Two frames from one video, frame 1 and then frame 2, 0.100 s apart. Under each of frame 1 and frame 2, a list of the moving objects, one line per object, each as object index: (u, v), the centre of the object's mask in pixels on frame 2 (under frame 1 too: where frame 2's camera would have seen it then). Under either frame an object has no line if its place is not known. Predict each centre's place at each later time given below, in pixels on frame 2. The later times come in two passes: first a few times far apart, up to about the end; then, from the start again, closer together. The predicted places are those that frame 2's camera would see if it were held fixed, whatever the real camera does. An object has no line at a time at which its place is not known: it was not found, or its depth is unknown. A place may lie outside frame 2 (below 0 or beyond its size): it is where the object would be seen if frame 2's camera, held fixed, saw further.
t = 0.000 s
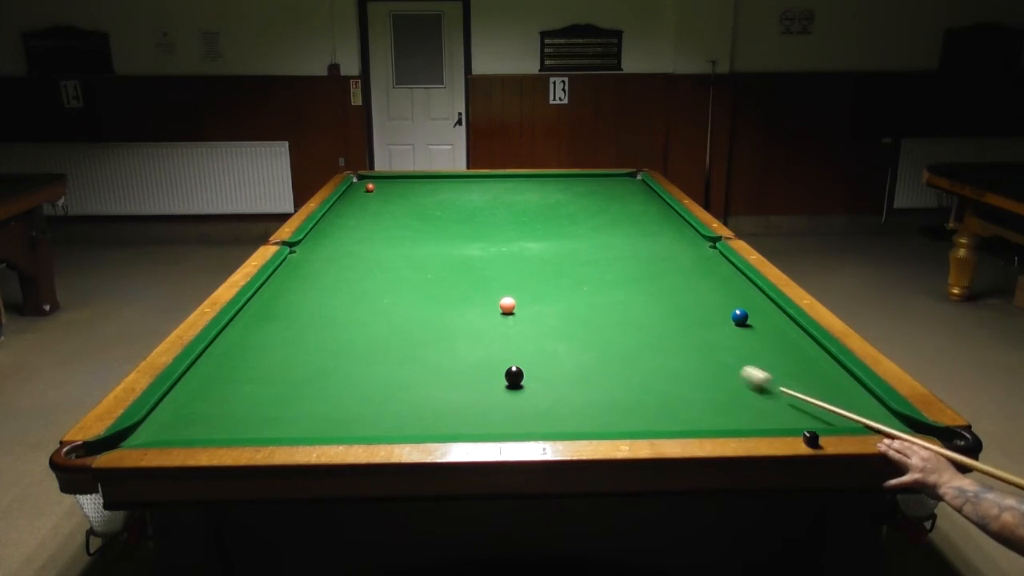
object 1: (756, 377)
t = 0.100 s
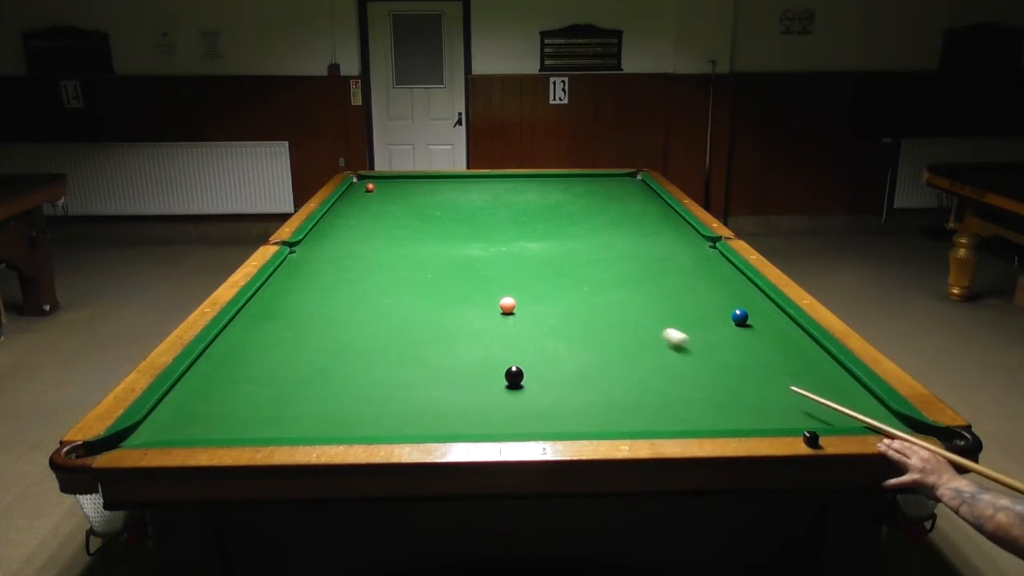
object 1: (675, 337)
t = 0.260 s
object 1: (579, 291)
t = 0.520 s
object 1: (475, 240)
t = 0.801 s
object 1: (401, 204)
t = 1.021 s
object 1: (364, 188)
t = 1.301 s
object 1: (363, 186)
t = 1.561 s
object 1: (383, 182)
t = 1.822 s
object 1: (401, 178)
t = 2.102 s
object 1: (417, 176)
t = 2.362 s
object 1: (428, 178)
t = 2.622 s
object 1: (440, 180)
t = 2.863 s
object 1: (449, 182)
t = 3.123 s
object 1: (460, 184)
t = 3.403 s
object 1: (470, 186)
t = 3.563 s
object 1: (476, 187)
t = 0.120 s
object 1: (661, 330)
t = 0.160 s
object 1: (635, 318)
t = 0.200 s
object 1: (611, 307)
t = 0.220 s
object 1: (600, 301)
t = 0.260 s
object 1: (579, 291)
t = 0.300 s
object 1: (559, 281)
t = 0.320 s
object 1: (550, 277)
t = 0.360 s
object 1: (533, 268)
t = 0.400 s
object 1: (517, 261)
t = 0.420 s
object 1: (509, 256)
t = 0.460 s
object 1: (495, 250)
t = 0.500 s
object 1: (481, 243)
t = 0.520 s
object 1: (475, 240)
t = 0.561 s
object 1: (462, 234)
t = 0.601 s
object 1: (450, 228)
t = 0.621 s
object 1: (445, 225)
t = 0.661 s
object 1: (434, 220)
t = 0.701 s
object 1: (424, 215)
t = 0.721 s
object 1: (419, 212)
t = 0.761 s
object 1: (409, 208)
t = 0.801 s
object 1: (401, 204)
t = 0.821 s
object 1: (396, 201)
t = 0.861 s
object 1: (388, 197)
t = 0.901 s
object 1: (381, 193)
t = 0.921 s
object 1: (377, 192)
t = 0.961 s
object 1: (370, 188)
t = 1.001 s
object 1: (366, 188)
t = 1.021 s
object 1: (364, 188)
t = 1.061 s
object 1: (359, 188)
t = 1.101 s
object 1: (355, 188)
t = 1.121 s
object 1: (353, 188)
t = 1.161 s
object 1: (350, 188)
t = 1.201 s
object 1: (354, 187)
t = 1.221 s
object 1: (356, 187)
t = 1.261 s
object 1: (360, 186)
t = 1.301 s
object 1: (363, 186)
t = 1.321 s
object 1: (365, 185)
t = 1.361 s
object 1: (368, 185)
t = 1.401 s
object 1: (371, 184)
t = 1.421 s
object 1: (373, 184)
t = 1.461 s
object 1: (376, 183)
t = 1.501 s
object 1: (379, 183)
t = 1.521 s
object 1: (380, 182)
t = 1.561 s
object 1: (383, 182)
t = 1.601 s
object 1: (386, 181)
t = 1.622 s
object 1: (387, 181)
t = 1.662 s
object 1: (390, 180)
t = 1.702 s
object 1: (393, 180)
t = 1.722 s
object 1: (394, 180)
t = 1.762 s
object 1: (397, 179)
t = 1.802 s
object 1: (400, 178)
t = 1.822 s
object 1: (401, 178)
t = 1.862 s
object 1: (404, 177)
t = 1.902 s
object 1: (406, 177)
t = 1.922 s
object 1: (408, 176)
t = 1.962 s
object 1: (410, 176)
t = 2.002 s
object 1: (413, 175)
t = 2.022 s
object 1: (414, 175)
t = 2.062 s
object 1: (415, 176)
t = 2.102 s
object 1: (417, 176)
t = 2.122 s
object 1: (418, 176)
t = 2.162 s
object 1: (420, 177)
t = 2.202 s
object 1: (422, 177)
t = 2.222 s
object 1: (423, 177)
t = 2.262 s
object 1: (424, 177)
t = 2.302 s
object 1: (426, 178)
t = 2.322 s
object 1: (427, 178)
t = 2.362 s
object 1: (428, 178)
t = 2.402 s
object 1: (430, 179)
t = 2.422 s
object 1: (431, 179)
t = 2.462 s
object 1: (433, 179)
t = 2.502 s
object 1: (435, 180)
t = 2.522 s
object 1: (436, 180)
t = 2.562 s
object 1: (437, 180)
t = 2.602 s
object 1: (439, 180)
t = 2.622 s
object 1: (440, 180)
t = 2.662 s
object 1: (441, 181)
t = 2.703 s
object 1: (443, 181)
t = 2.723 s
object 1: (444, 181)
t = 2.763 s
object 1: (446, 182)
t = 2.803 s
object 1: (447, 182)
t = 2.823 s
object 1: (448, 182)
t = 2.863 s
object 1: (449, 182)
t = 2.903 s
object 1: (451, 183)
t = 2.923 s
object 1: (452, 183)
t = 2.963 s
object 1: (454, 183)
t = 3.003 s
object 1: (455, 184)
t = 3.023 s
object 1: (456, 184)
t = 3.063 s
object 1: (457, 184)
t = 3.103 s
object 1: (459, 184)
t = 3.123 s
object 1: (460, 184)
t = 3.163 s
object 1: (461, 184)
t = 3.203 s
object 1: (463, 185)
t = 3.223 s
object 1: (464, 185)
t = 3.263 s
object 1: (465, 185)
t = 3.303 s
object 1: (467, 185)
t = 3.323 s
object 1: (467, 186)
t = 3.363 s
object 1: (469, 186)
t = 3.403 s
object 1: (470, 186)
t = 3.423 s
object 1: (471, 186)
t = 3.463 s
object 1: (472, 187)
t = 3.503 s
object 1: (474, 187)
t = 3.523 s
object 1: (474, 187)
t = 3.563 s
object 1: (476, 187)
